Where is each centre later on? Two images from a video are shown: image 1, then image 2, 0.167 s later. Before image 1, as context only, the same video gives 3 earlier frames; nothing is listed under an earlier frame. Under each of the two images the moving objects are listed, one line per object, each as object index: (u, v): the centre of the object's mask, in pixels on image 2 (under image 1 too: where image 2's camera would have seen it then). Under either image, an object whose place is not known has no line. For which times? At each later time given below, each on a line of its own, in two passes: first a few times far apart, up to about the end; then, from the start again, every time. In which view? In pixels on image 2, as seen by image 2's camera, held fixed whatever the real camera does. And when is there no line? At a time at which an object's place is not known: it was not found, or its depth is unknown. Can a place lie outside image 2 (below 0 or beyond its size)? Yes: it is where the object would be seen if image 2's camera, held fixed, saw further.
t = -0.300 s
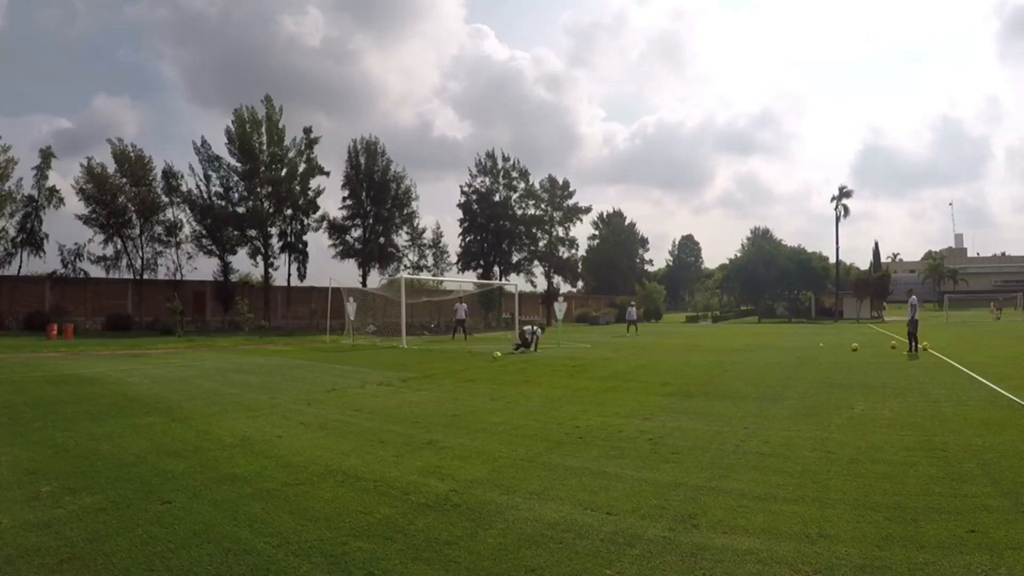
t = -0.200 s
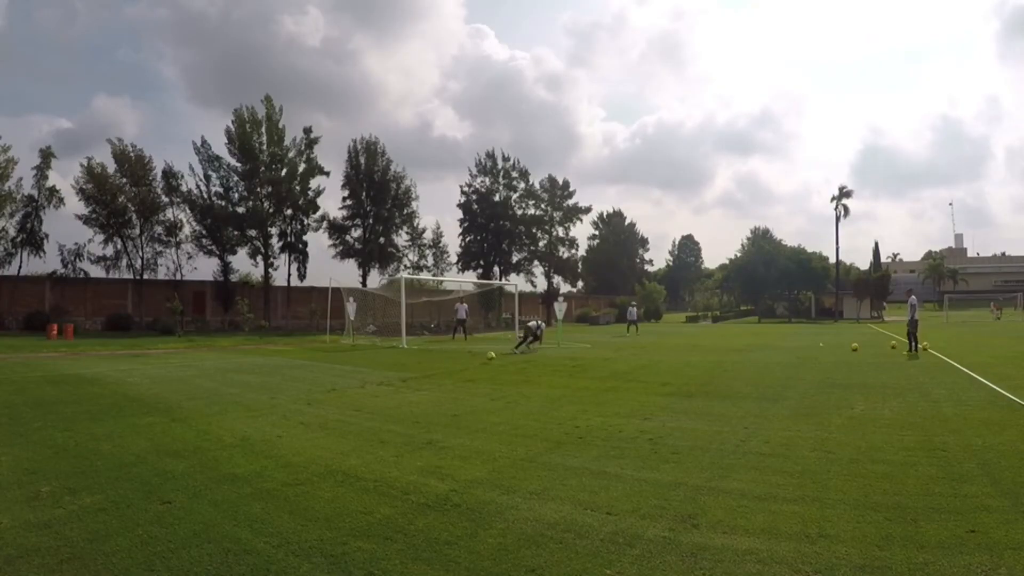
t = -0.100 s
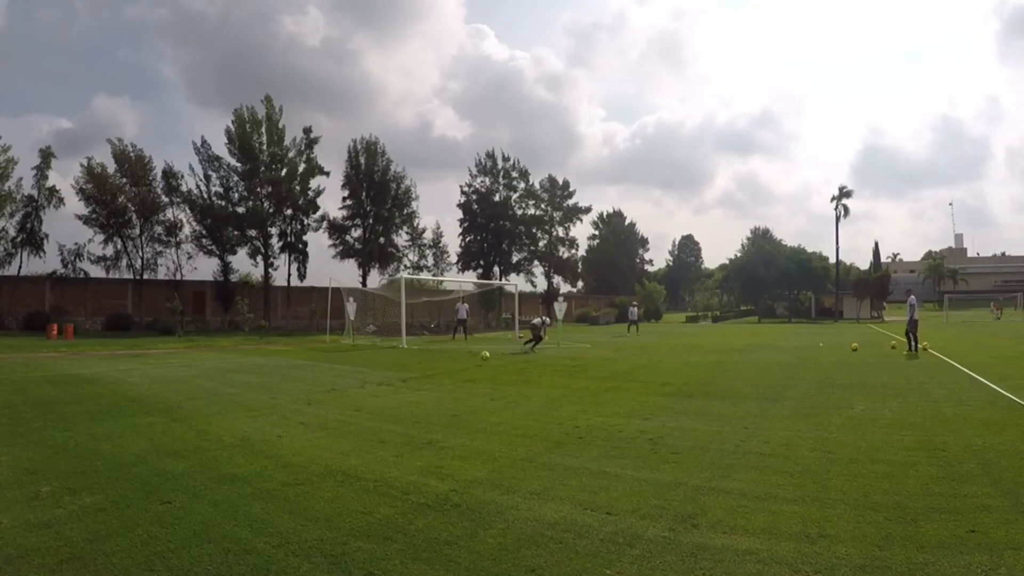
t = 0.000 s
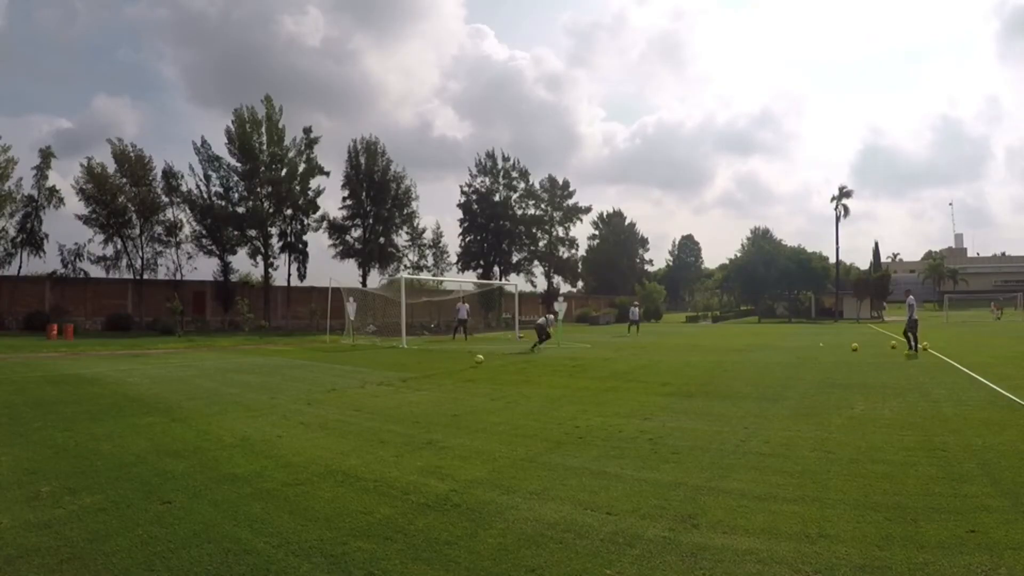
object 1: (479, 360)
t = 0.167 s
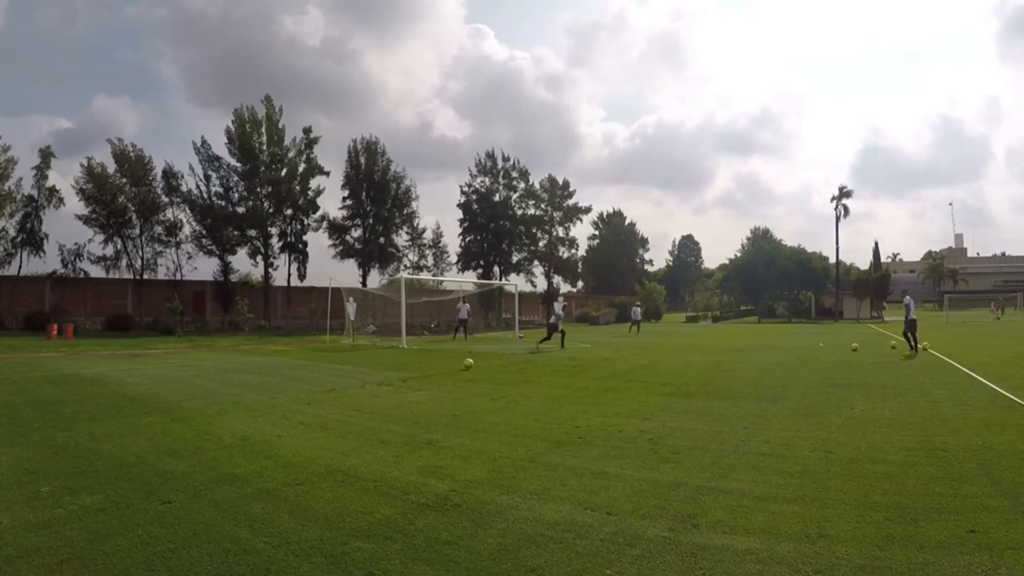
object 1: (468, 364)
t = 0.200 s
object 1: (466, 365)
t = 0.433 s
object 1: (450, 370)
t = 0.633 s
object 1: (434, 375)
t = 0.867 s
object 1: (414, 380)
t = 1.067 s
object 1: (394, 386)
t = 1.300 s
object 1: (368, 391)
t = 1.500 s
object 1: (346, 397)
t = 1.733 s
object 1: (316, 405)
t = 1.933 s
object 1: (288, 410)
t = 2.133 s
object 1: (258, 418)
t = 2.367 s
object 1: (222, 425)
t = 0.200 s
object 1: (466, 365)
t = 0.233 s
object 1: (464, 366)
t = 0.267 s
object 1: (461, 367)
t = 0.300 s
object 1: (459, 367)
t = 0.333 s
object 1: (456, 368)
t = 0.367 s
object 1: (455, 368)
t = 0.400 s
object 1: (452, 370)
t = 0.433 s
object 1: (450, 370)
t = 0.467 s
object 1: (447, 371)
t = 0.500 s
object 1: (445, 371)
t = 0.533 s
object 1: (442, 372)
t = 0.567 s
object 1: (440, 373)
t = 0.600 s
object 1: (437, 374)
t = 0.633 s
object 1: (434, 375)
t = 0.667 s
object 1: (432, 375)
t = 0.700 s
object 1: (429, 376)
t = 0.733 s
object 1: (426, 377)
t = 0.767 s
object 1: (423, 378)
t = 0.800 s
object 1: (419, 379)
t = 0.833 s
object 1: (416, 380)
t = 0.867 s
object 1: (414, 380)
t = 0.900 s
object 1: (410, 381)
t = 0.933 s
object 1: (407, 382)
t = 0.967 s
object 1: (404, 382)
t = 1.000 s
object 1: (401, 384)
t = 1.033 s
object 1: (397, 385)
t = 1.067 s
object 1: (394, 386)
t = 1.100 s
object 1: (390, 386)
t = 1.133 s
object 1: (386, 387)
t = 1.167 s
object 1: (383, 387)
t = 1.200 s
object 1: (379, 388)
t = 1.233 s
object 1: (376, 390)
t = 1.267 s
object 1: (372, 391)
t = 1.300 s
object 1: (368, 391)
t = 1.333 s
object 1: (365, 392)
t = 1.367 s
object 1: (362, 393)
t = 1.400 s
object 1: (357, 394)
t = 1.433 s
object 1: (354, 395)
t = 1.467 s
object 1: (349, 396)
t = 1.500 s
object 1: (346, 397)
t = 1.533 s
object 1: (342, 398)
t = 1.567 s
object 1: (337, 399)
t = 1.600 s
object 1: (334, 400)
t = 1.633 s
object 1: (329, 401)
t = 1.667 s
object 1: (324, 403)
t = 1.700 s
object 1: (320, 404)
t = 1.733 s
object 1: (316, 405)
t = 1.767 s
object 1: (311, 405)
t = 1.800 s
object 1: (307, 406)
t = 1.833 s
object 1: (303, 407)
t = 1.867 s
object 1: (297, 409)
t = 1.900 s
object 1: (293, 409)
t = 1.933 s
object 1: (288, 410)
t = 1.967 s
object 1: (283, 412)
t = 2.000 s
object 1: (279, 412)
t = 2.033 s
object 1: (274, 413)
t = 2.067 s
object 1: (268, 415)
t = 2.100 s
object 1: (264, 416)
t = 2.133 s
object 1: (258, 418)
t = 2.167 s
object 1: (253, 419)
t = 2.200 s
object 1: (248, 420)
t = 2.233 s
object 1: (243, 420)
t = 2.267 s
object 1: (237, 421)
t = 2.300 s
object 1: (232, 423)
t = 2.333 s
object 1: (227, 424)
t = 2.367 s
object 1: (222, 425)
